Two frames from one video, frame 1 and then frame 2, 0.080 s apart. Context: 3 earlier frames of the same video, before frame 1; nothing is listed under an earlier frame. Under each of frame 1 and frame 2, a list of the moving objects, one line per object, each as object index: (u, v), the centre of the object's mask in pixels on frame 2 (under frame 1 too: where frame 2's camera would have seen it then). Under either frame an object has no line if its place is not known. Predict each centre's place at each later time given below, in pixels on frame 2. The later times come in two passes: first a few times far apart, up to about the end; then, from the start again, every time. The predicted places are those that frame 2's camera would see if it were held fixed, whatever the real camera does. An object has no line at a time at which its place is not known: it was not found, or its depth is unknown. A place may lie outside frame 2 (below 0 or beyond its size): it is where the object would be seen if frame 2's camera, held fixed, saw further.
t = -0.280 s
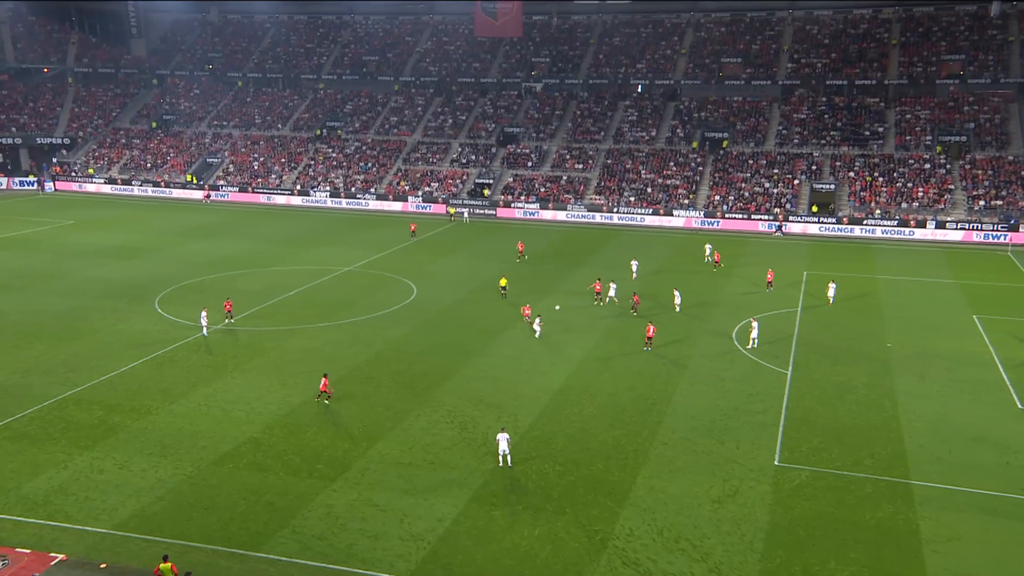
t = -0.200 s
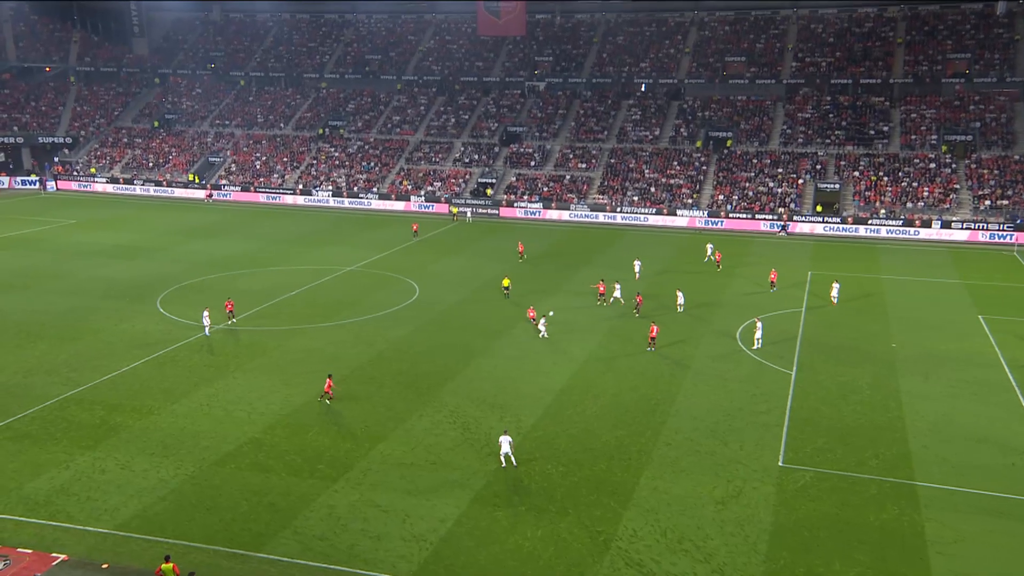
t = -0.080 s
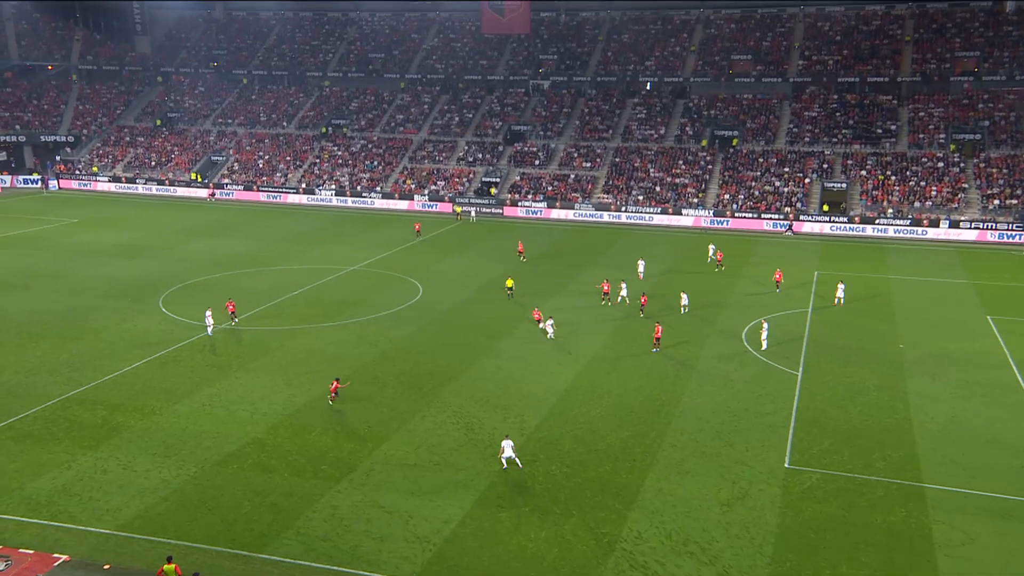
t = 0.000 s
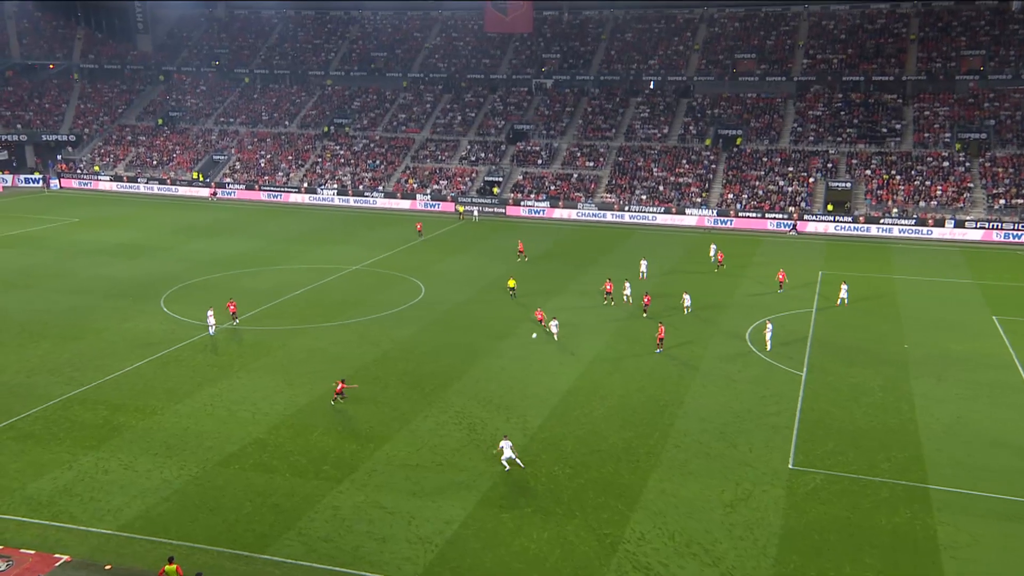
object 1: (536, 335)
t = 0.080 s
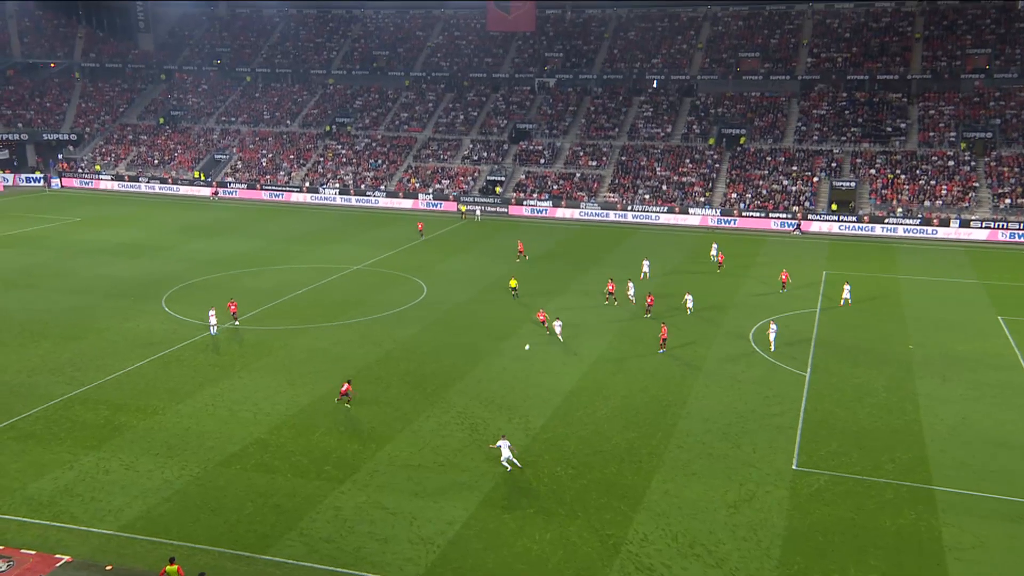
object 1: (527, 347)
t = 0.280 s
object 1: (503, 382)
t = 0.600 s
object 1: (474, 383)
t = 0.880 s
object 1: (447, 403)
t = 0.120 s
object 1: (522, 353)
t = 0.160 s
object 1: (517, 360)
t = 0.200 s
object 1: (513, 367)
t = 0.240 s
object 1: (508, 375)
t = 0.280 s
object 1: (503, 382)
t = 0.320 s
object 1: (500, 382)
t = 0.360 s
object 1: (496, 381)
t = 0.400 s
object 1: (492, 381)
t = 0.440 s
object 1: (489, 380)
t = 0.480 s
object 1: (485, 381)
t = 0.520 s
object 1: (481, 381)
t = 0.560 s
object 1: (477, 382)
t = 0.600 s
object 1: (474, 383)
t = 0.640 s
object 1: (470, 385)
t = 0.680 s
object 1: (466, 387)
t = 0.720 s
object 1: (462, 390)
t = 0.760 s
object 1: (458, 392)
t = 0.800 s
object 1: (454, 395)
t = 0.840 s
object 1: (451, 399)
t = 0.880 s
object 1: (447, 403)
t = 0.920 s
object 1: (443, 407)
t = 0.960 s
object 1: (439, 411)
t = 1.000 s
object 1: (435, 416)
